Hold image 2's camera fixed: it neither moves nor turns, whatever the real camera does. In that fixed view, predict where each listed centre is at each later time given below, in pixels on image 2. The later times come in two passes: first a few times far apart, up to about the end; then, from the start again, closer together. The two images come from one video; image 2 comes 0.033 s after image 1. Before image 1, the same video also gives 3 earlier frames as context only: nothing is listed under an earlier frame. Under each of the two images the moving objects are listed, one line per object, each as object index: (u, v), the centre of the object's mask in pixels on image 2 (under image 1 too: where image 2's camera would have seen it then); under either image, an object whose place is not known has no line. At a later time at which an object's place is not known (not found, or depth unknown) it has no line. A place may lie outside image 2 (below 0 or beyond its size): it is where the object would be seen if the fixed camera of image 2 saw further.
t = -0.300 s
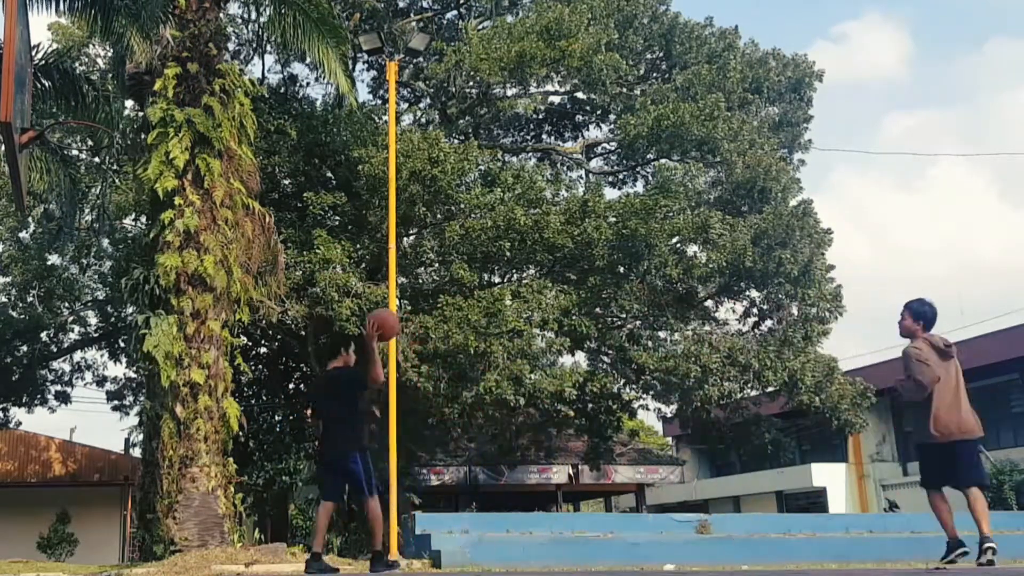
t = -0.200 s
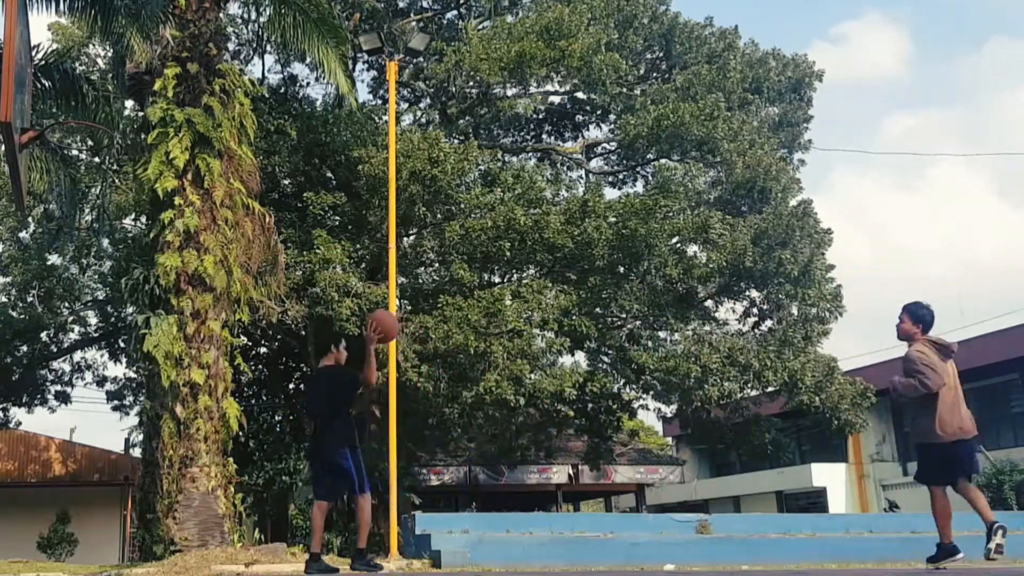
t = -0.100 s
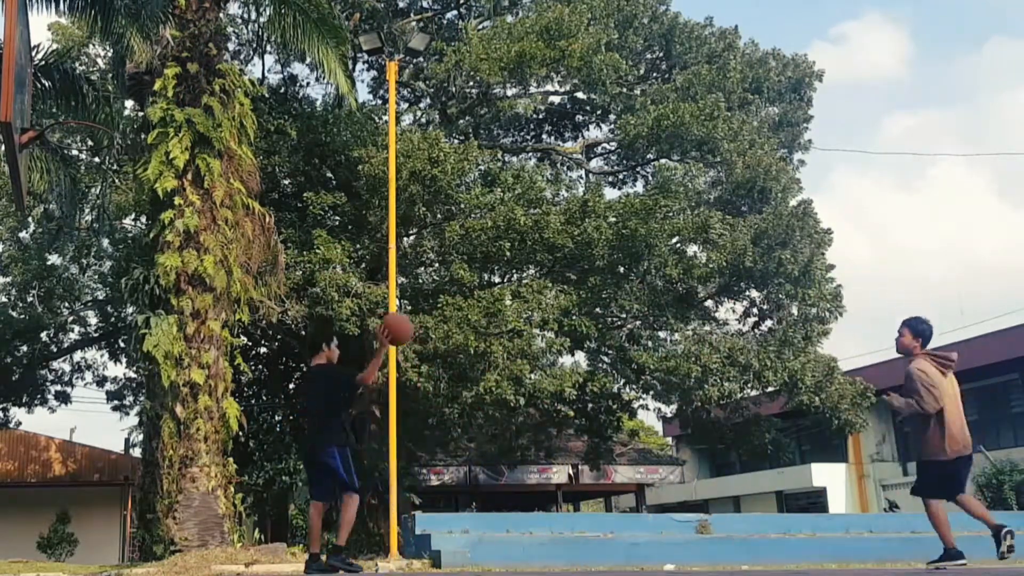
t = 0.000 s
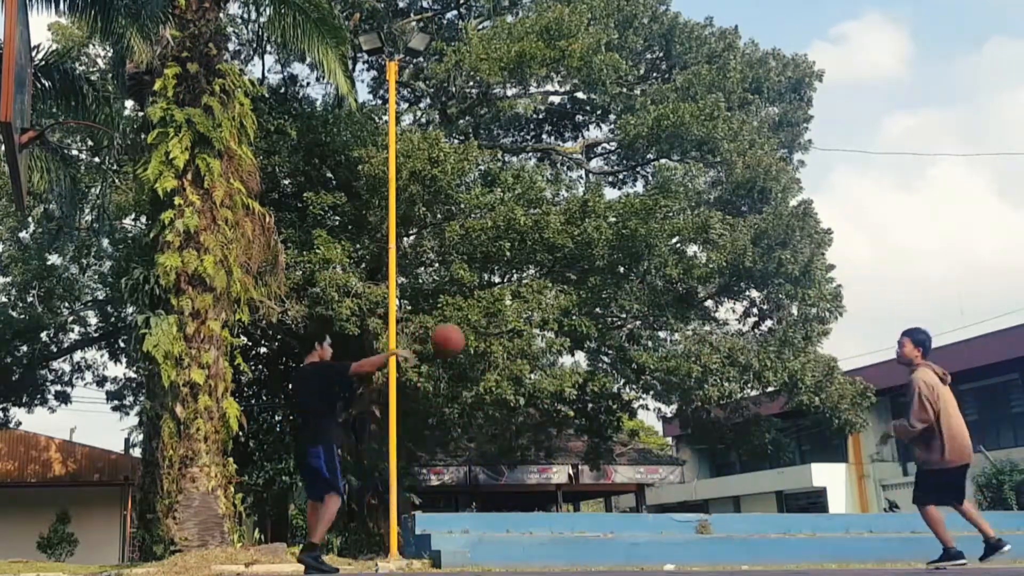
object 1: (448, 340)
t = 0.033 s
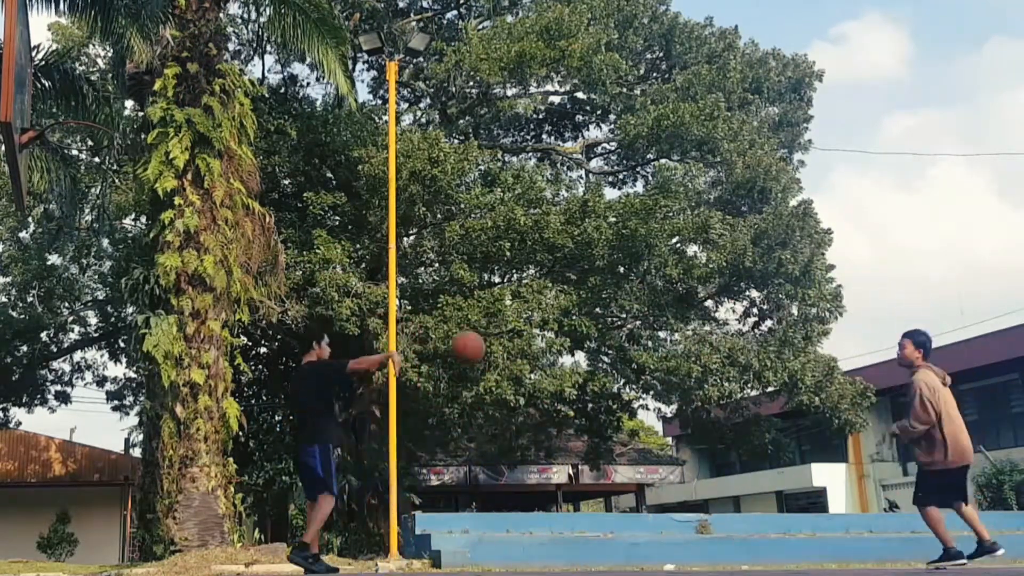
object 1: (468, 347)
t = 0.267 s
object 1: (617, 447)
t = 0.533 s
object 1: (746, 487)
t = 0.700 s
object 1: (789, 417)
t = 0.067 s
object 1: (490, 357)
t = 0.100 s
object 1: (511, 368)
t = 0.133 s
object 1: (532, 380)
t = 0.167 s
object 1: (552, 395)
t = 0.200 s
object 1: (575, 410)
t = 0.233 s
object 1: (596, 428)
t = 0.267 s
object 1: (617, 447)
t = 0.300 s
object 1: (639, 468)
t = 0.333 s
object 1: (661, 489)
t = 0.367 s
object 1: (683, 514)
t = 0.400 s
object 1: (705, 539)
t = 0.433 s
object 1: (722, 548)
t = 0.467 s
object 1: (730, 526)
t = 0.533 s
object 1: (746, 487)
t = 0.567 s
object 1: (754, 470)
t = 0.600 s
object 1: (764, 454)
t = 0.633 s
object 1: (772, 441)
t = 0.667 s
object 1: (780, 429)
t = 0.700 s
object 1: (789, 417)
